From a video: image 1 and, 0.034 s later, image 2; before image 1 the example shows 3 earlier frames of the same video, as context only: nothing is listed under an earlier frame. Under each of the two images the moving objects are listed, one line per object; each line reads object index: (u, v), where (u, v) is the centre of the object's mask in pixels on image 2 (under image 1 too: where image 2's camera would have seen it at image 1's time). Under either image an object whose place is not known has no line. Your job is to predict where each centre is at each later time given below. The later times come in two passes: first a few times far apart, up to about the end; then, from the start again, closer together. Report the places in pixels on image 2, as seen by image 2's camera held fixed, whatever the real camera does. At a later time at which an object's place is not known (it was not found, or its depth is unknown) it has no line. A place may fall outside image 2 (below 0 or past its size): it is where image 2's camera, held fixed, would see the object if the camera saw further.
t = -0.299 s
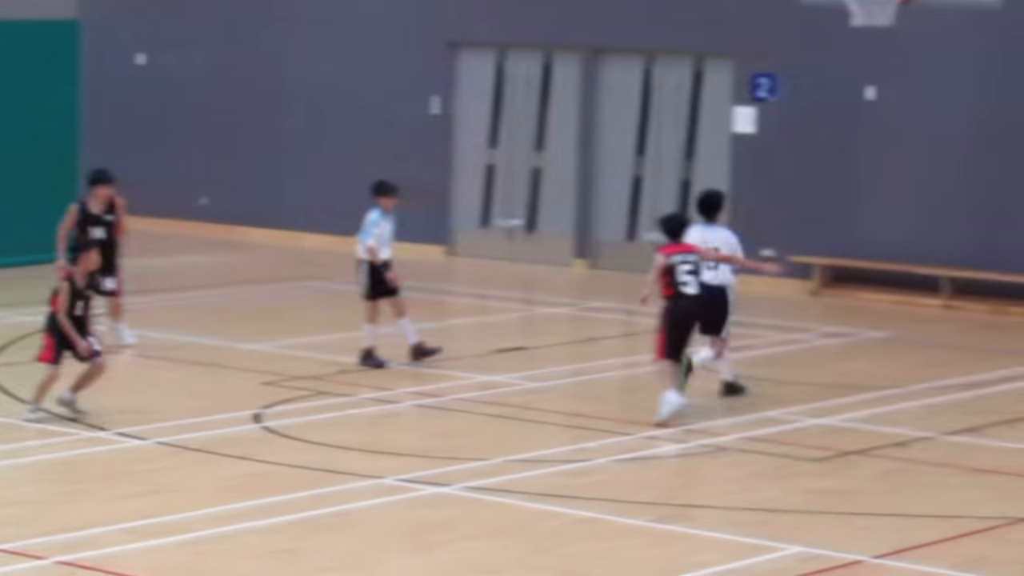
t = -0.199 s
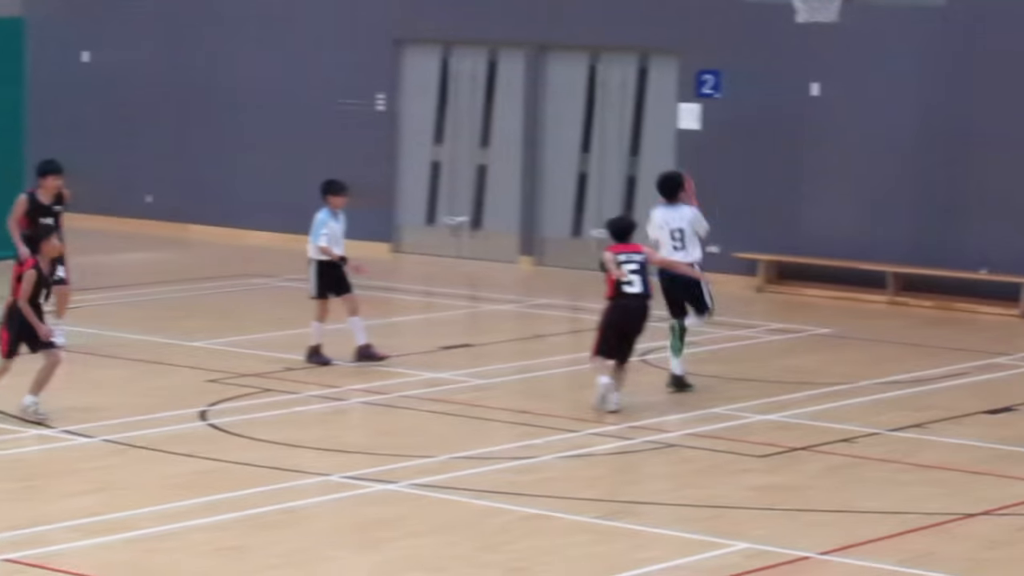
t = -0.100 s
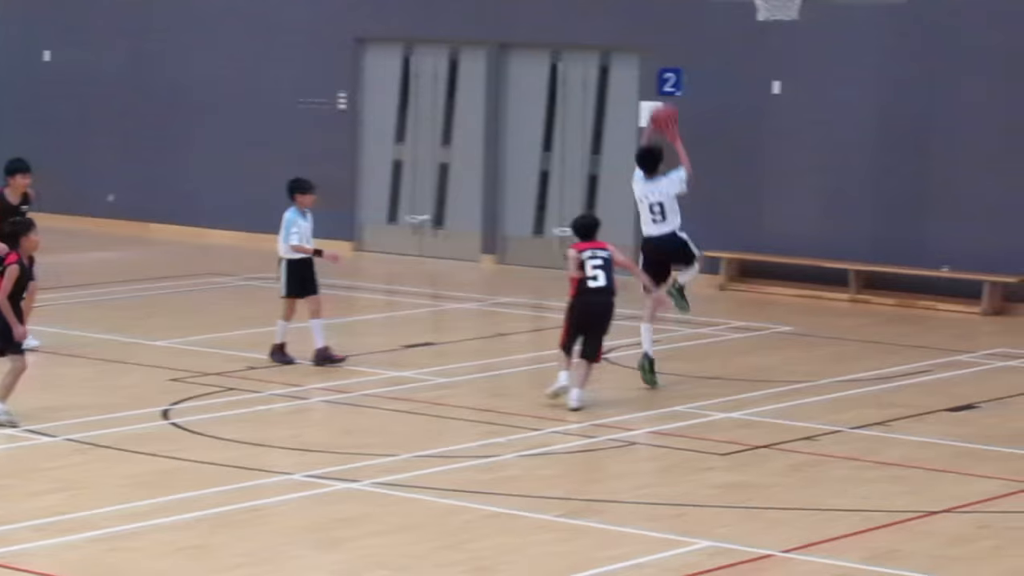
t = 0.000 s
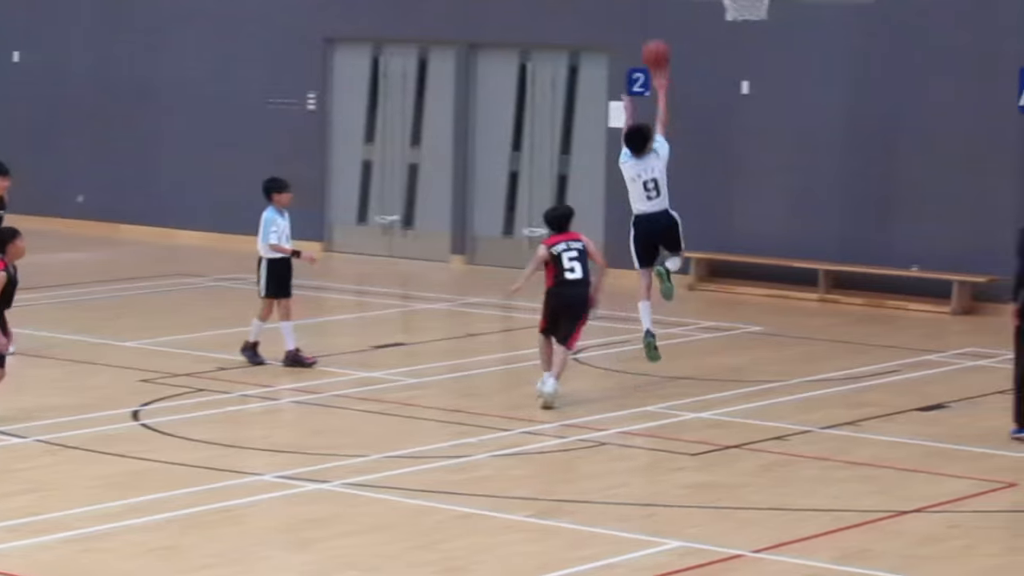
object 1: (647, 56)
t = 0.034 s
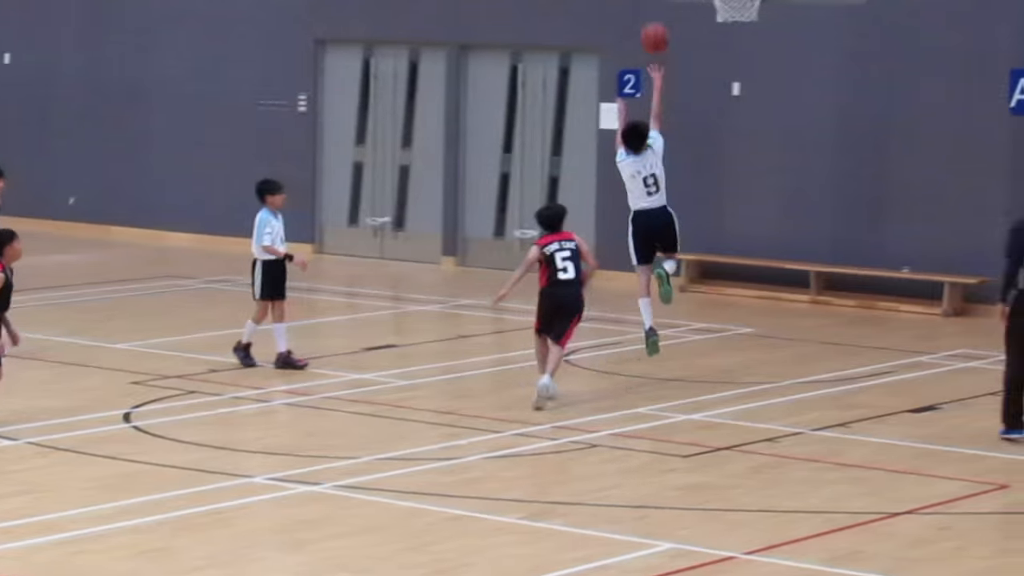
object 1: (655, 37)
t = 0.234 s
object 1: (701, -31)
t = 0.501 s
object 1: (757, -69)
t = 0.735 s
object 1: (742, -36)
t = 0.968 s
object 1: (719, -42)
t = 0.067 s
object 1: (662, 21)
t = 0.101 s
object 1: (669, 6)
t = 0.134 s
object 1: (677, -6)
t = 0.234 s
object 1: (701, -31)
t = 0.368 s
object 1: (729, -59)
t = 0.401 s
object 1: (737, -64)
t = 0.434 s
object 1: (743, -68)
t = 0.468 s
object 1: (751, -70)
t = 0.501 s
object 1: (757, -69)
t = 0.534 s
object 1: (764, -65)
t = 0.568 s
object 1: (770, -60)
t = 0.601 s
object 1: (771, -56)
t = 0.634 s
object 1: (765, -50)
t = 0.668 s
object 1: (758, -42)
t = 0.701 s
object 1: (752, -38)
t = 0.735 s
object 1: (742, -36)
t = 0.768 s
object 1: (734, -35)
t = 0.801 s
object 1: (727, -36)
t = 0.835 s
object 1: (720, -36)
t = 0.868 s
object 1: (719, -38)
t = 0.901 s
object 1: (717, -39)
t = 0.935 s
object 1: (718, -41)
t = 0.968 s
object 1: (719, -42)
